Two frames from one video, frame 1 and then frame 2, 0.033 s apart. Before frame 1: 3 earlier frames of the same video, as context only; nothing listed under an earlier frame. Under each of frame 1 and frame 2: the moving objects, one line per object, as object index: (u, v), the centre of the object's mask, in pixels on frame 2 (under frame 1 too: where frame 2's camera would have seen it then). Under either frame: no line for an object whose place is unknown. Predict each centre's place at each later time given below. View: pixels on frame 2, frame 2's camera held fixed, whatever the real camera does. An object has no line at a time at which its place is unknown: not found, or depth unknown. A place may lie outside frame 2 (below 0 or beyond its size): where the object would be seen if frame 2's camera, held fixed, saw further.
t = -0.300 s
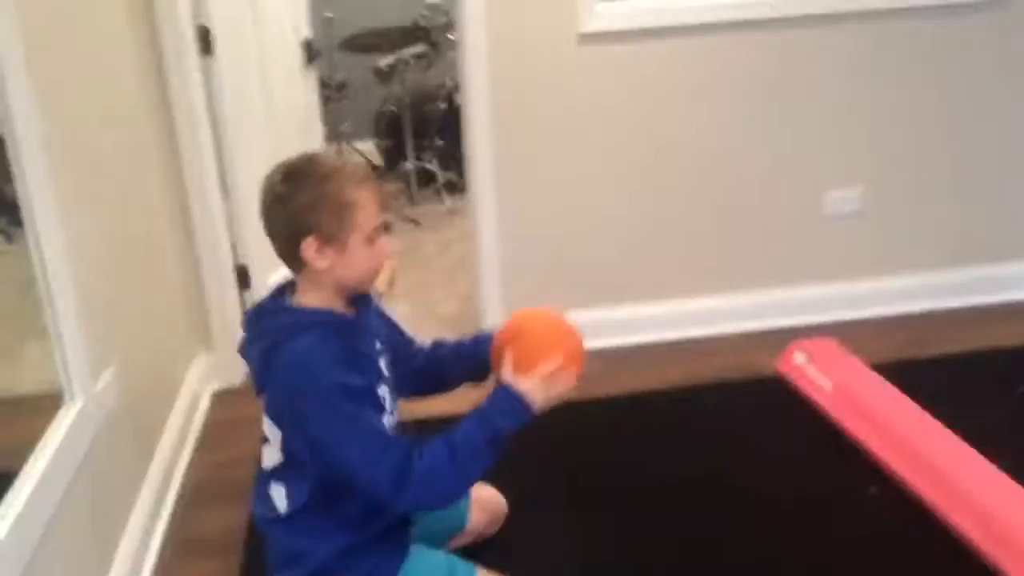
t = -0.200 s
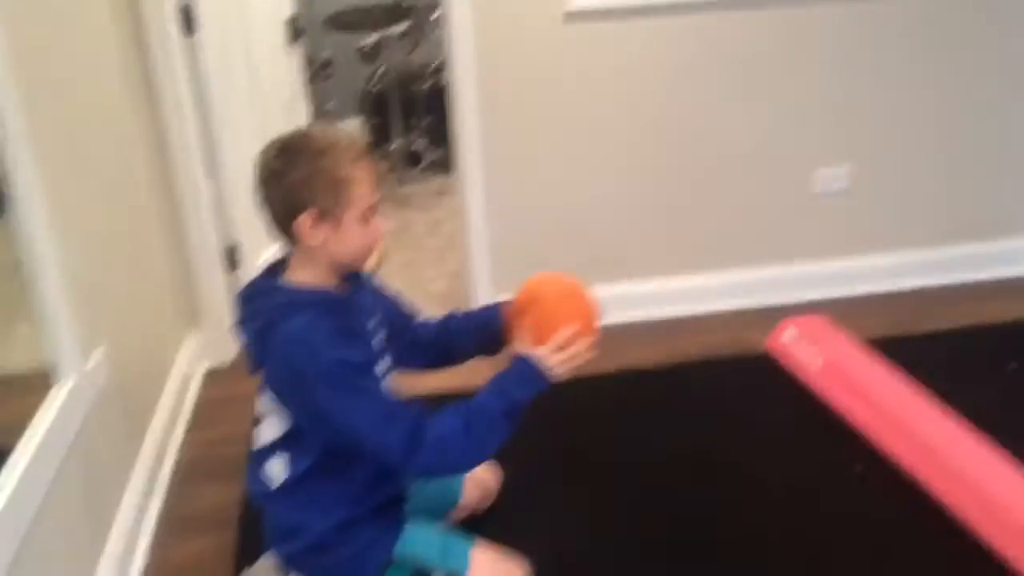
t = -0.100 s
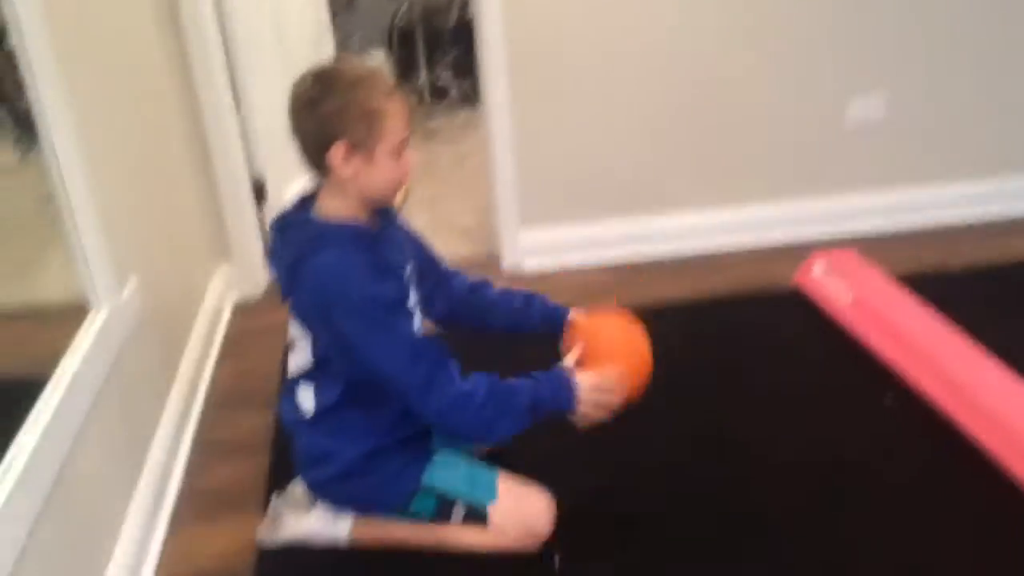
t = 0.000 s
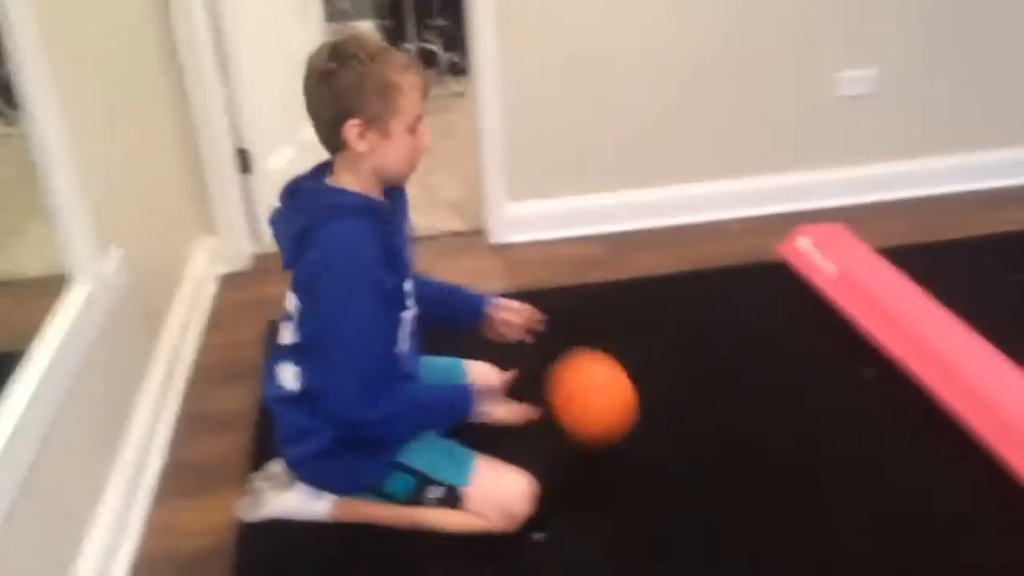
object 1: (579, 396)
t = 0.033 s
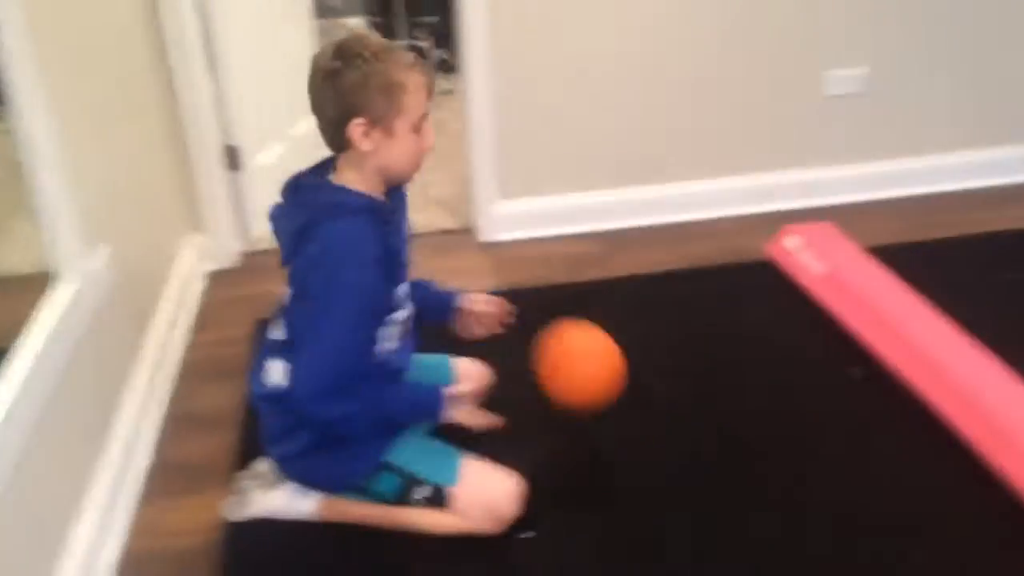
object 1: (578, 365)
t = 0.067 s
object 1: (577, 337)
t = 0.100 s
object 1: (576, 314)
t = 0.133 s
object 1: (576, 294)
